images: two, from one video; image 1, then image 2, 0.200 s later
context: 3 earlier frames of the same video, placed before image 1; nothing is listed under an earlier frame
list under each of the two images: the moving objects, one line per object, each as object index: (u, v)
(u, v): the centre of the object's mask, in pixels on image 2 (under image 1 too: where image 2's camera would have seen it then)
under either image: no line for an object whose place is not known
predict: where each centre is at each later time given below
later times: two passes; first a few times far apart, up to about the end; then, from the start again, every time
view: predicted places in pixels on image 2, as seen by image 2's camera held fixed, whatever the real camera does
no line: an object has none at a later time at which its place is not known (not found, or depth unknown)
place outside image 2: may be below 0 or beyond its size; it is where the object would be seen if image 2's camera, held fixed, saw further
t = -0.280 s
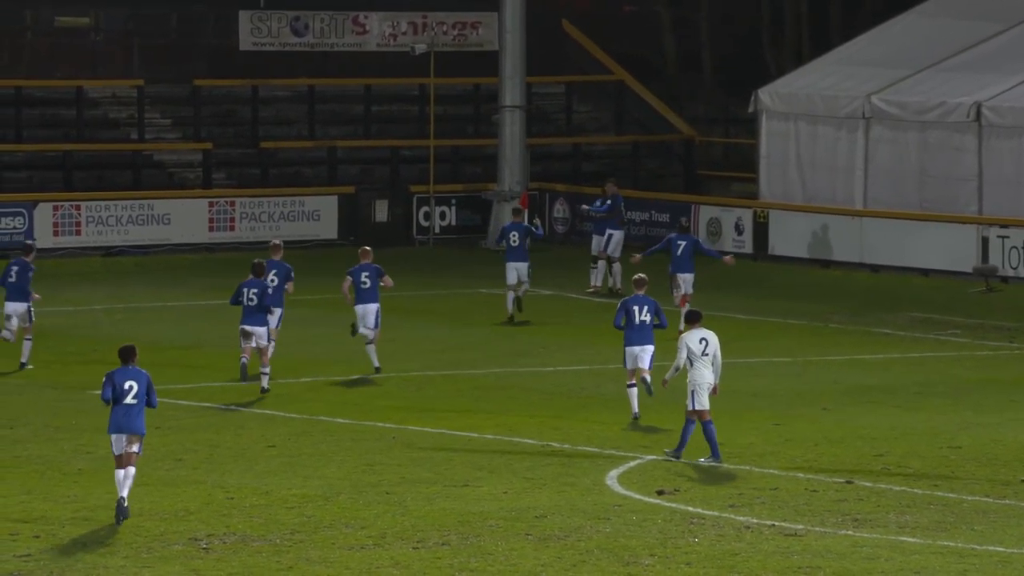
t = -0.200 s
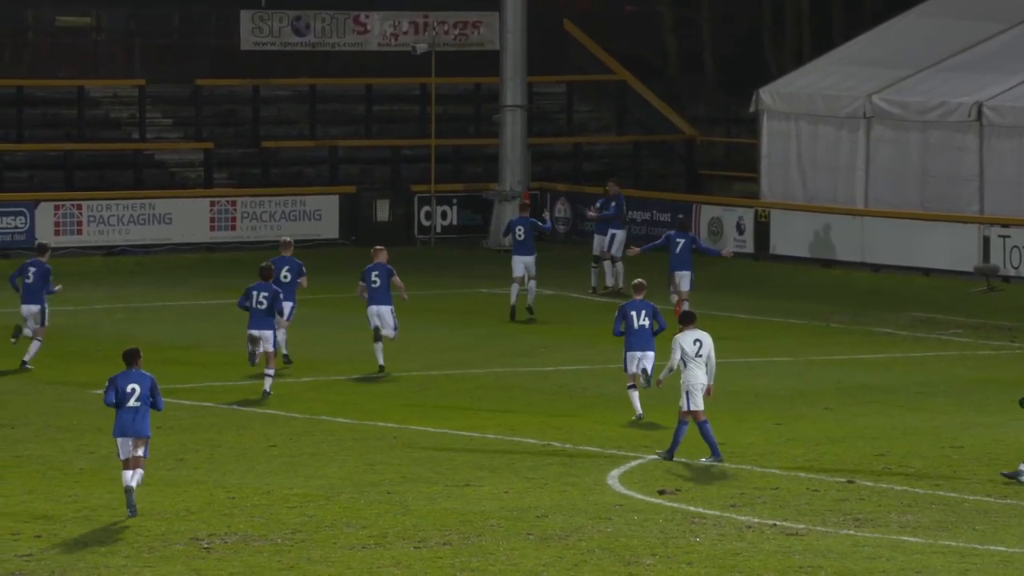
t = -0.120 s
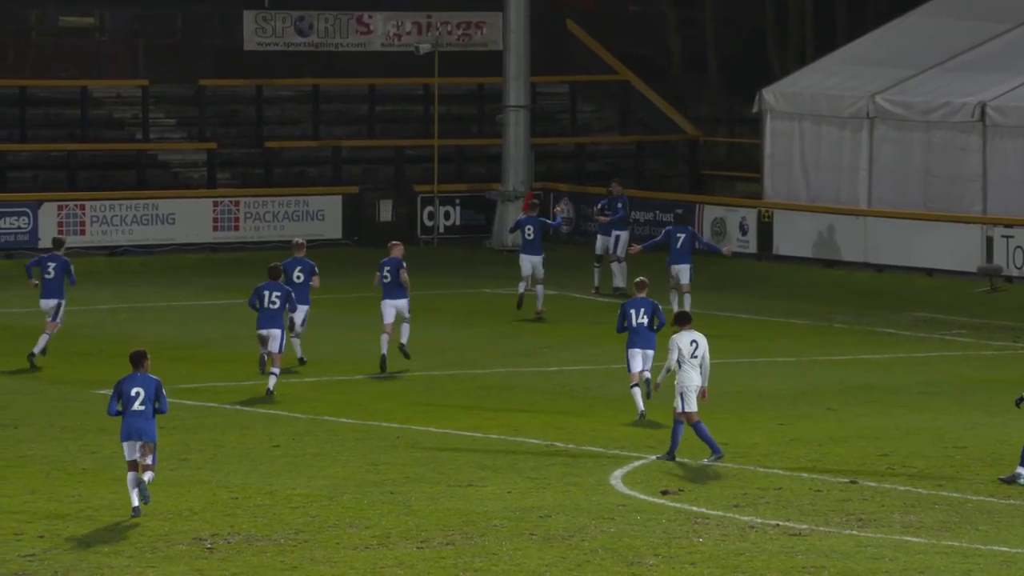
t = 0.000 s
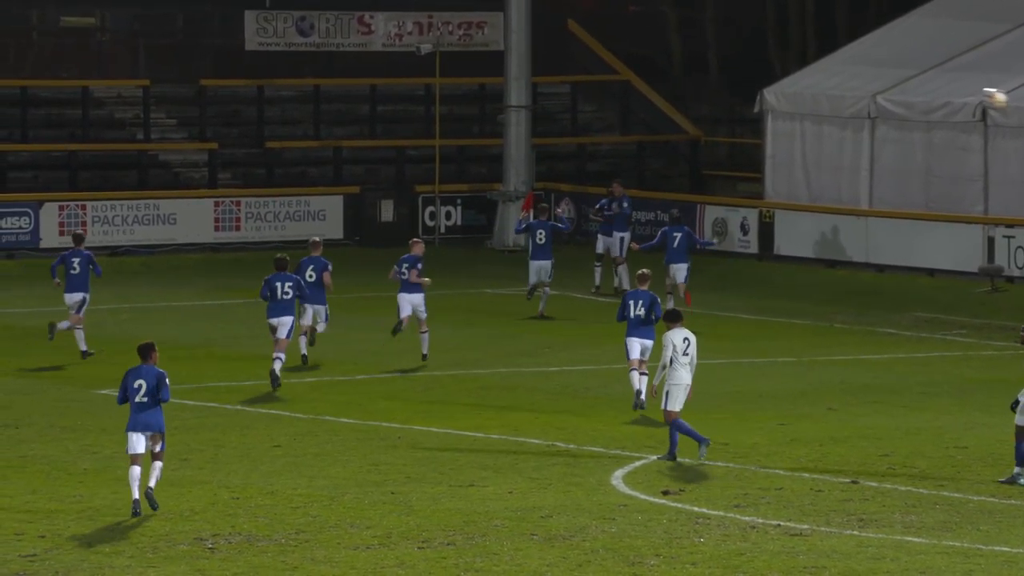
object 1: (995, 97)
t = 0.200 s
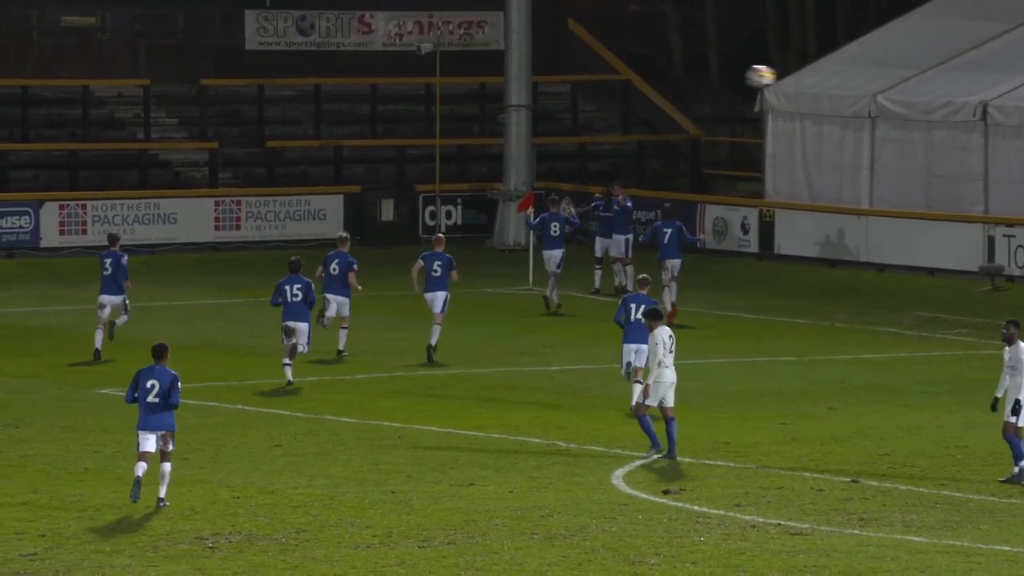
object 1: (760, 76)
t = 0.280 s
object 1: (666, 75)
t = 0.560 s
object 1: (319, 106)
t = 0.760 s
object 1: (46, 166)
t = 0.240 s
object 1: (714, 75)
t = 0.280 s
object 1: (666, 75)
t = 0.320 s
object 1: (618, 76)
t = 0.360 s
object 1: (570, 78)
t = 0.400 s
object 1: (521, 80)
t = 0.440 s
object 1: (471, 86)
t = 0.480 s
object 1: (421, 91)
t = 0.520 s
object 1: (370, 98)
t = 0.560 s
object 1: (319, 106)
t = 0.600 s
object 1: (266, 116)
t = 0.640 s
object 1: (212, 127)
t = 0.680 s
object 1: (158, 138)
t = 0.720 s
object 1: (102, 152)
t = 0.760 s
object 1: (46, 166)
